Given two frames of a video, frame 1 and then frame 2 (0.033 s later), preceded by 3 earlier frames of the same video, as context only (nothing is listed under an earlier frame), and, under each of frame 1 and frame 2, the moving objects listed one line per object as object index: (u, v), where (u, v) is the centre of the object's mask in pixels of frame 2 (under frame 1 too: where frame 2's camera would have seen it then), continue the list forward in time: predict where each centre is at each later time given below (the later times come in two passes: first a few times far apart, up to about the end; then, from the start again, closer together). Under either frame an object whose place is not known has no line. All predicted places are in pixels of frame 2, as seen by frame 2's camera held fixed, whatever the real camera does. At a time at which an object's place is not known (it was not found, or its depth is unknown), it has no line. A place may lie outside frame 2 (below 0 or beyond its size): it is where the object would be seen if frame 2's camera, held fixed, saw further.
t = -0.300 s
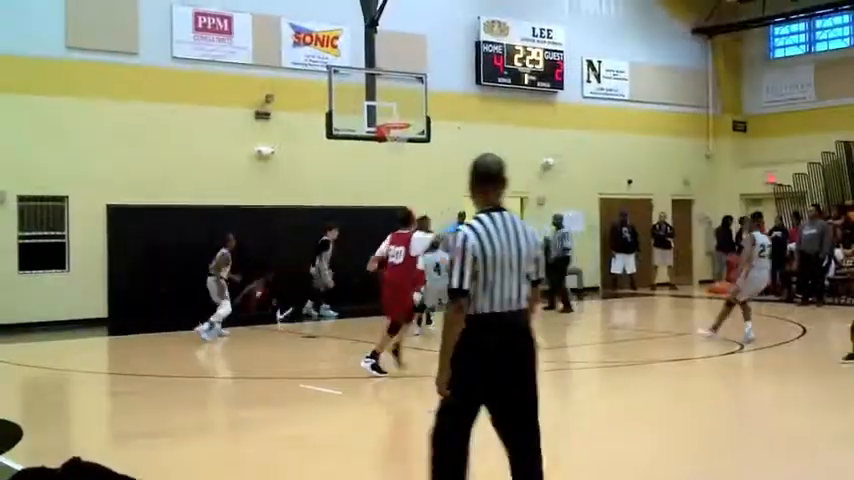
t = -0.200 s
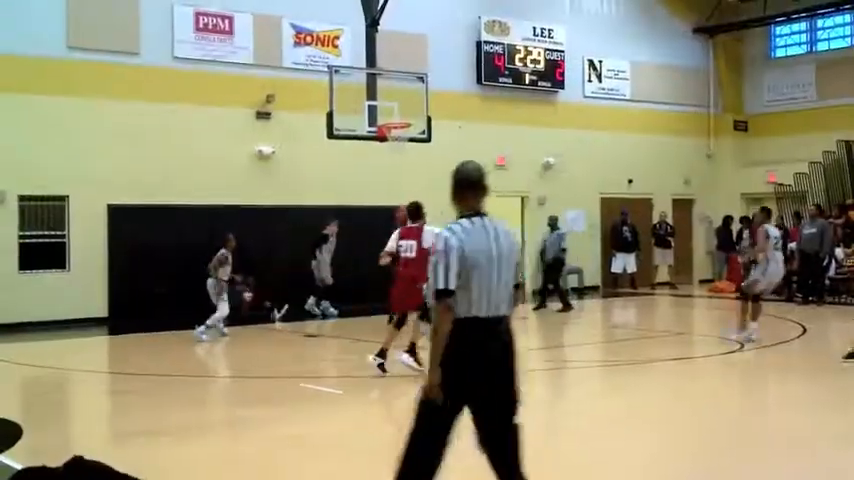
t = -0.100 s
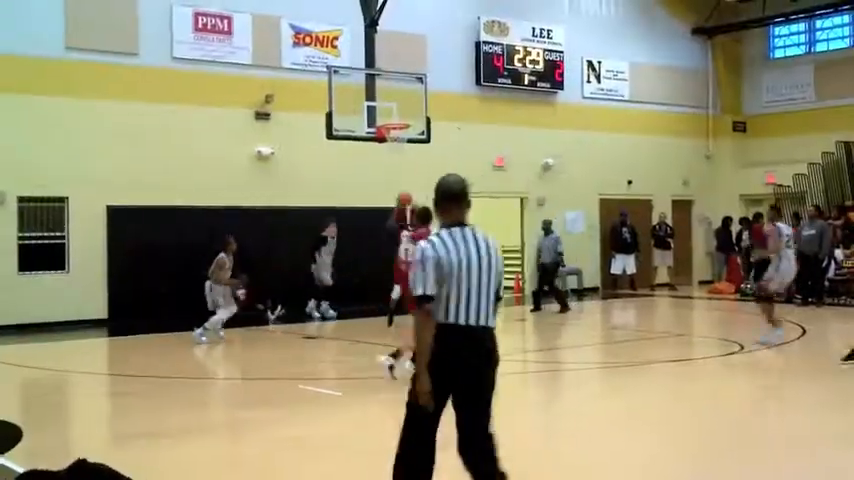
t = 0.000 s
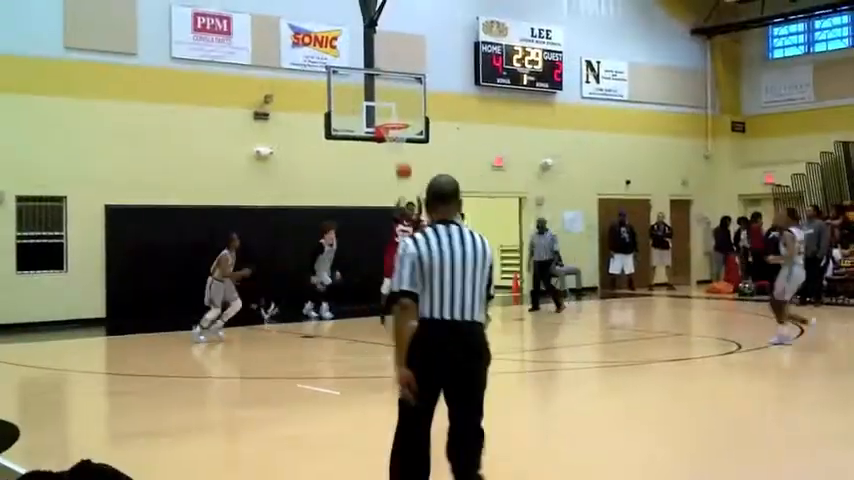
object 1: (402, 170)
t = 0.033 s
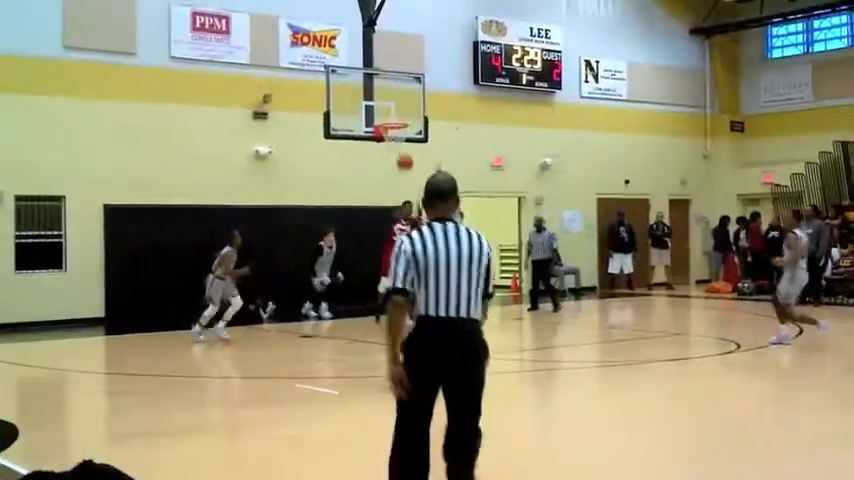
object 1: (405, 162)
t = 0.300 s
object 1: (423, 118)
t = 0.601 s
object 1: (455, 134)
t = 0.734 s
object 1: (472, 175)
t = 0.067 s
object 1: (406, 154)
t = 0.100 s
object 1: (409, 147)
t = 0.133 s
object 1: (410, 140)
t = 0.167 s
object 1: (413, 135)
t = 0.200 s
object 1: (415, 130)
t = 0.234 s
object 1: (417, 125)
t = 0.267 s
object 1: (420, 120)
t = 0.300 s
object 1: (423, 118)
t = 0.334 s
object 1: (425, 116)
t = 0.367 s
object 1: (429, 114)
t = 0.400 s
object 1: (433, 114)
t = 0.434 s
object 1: (435, 115)
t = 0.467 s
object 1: (439, 116)
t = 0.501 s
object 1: (443, 119)
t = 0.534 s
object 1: (447, 122)
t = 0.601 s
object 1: (455, 134)
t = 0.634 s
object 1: (458, 142)
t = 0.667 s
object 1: (463, 152)
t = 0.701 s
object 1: (467, 163)
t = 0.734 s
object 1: (472, 175)
